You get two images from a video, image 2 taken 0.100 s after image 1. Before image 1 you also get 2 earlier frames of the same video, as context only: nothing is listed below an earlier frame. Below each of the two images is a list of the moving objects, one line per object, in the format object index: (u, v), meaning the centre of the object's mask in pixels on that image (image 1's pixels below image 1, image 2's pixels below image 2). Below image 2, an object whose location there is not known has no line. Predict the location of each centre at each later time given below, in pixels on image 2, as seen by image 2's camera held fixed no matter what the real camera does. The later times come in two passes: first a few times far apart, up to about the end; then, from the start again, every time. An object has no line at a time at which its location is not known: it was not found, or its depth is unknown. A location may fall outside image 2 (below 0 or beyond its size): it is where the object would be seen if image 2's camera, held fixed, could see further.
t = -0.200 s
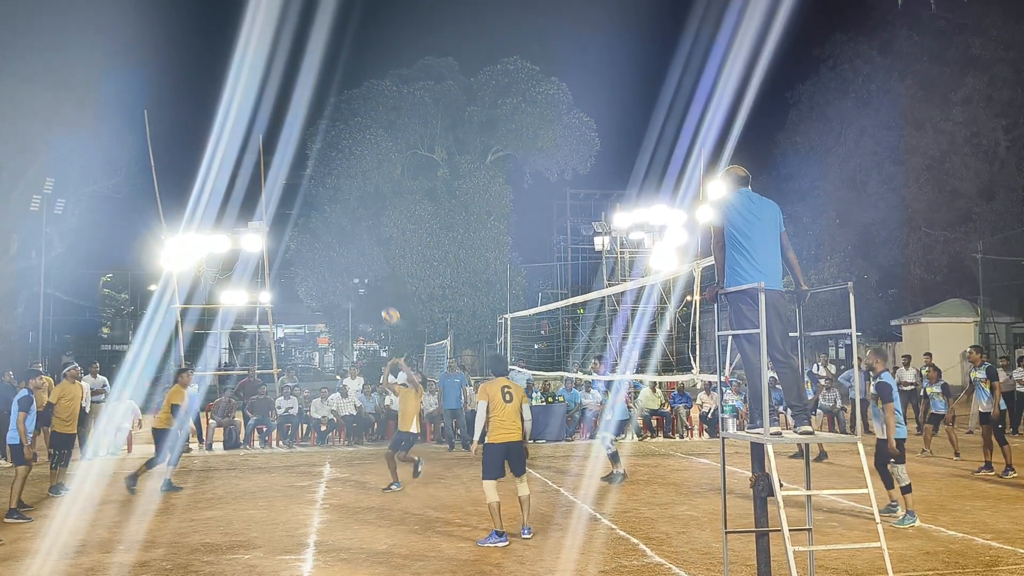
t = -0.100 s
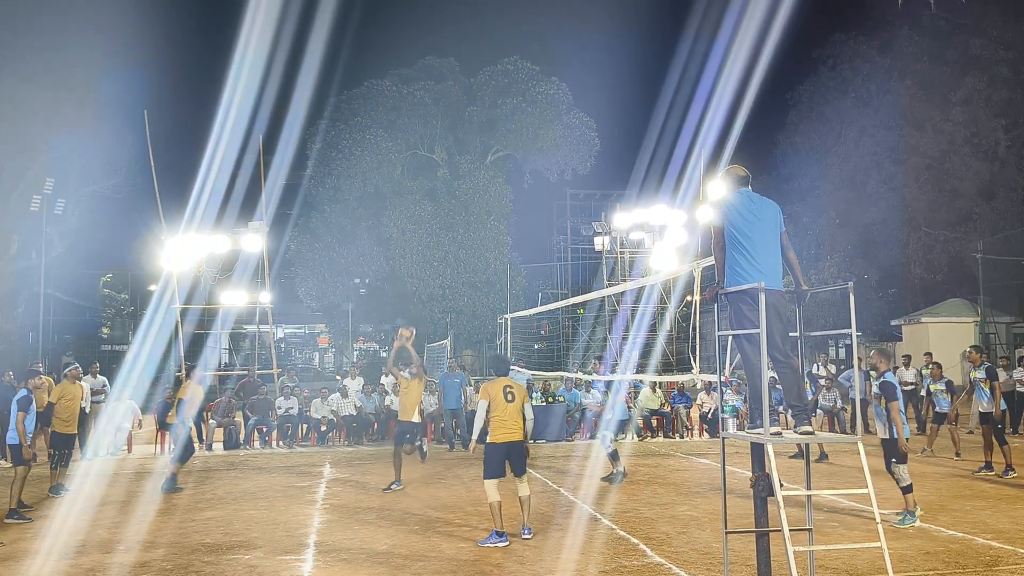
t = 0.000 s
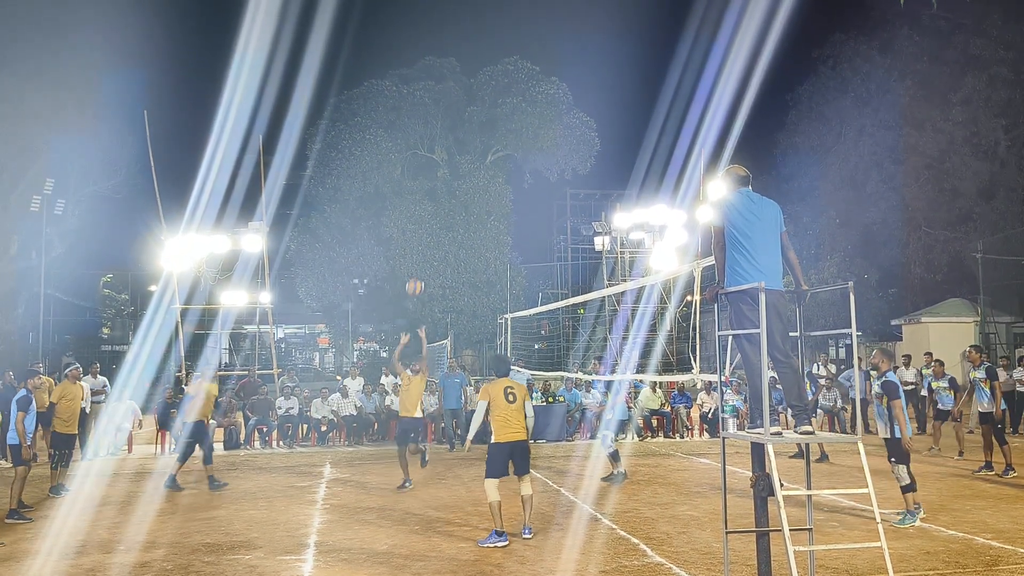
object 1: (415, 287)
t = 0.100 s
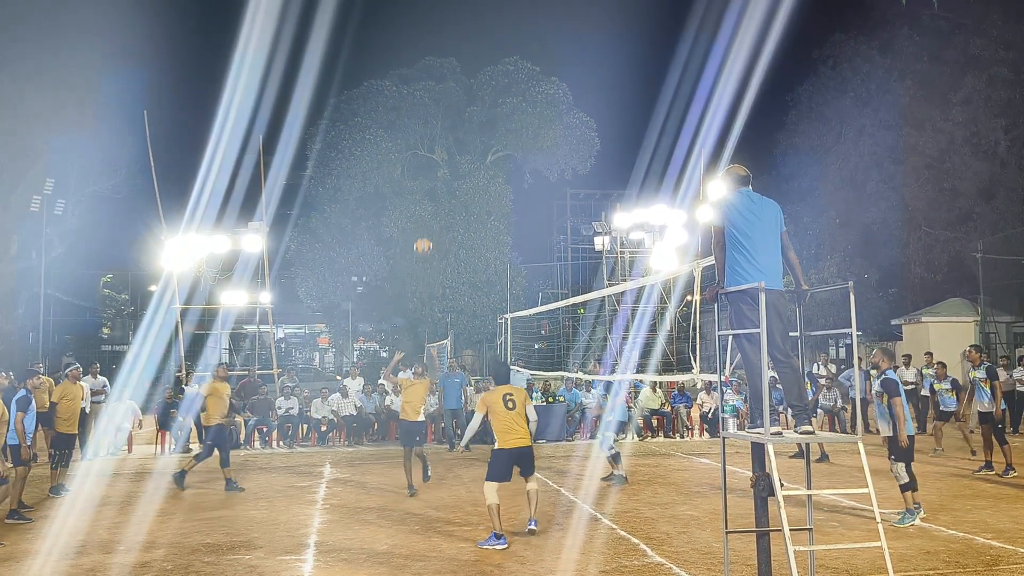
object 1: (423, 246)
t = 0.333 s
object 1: (441, 179)
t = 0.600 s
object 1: (464, 152)
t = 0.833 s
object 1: (486, 174)
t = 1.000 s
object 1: (504, 223)
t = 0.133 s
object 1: (425, 235)
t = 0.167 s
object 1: (428, 224)
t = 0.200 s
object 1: (430, 213)
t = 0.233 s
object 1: (433, 203)
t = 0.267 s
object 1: (435, 195)
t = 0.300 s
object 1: (438, 187)
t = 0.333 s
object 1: (441, 179)
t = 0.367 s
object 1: (443, 173)
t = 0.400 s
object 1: (446, 168)
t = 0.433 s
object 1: (449, 162)
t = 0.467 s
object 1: (452, 158)
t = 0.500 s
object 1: (455, 155)
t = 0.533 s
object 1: (458, 153)
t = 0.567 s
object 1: (461, 152)
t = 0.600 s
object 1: (464, 152)
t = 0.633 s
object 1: (467, 152)
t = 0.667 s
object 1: (470, 153)
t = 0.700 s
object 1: (473, 155)
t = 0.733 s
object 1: (476, 158)
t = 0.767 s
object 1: (479, 163)
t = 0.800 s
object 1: (483, 168)
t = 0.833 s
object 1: (486, 174)
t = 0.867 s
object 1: (489, 181)
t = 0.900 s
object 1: (493, 190)
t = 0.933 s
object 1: (496, 199)
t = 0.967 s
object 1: (500, 211)
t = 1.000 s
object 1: (504, 223)
